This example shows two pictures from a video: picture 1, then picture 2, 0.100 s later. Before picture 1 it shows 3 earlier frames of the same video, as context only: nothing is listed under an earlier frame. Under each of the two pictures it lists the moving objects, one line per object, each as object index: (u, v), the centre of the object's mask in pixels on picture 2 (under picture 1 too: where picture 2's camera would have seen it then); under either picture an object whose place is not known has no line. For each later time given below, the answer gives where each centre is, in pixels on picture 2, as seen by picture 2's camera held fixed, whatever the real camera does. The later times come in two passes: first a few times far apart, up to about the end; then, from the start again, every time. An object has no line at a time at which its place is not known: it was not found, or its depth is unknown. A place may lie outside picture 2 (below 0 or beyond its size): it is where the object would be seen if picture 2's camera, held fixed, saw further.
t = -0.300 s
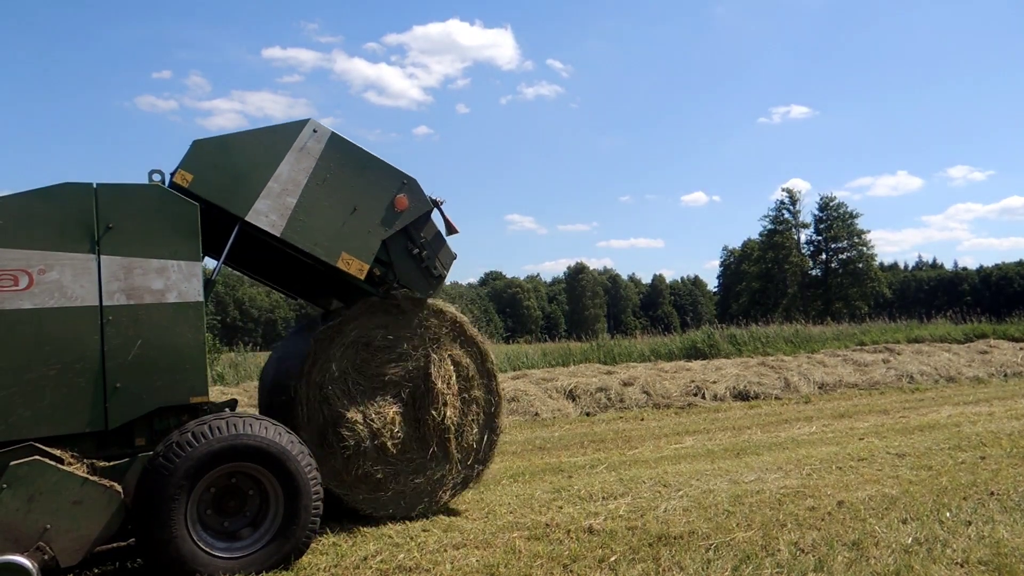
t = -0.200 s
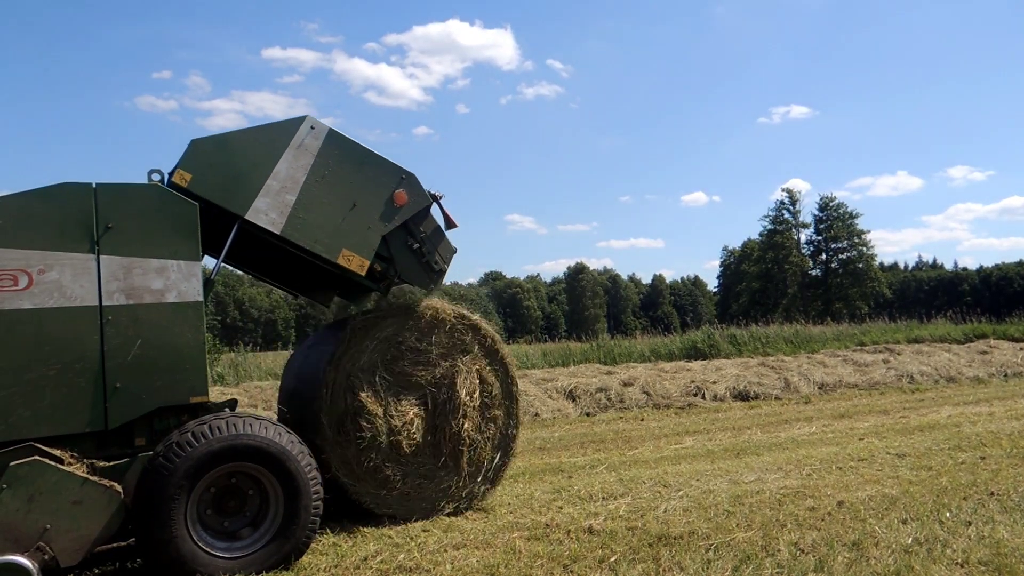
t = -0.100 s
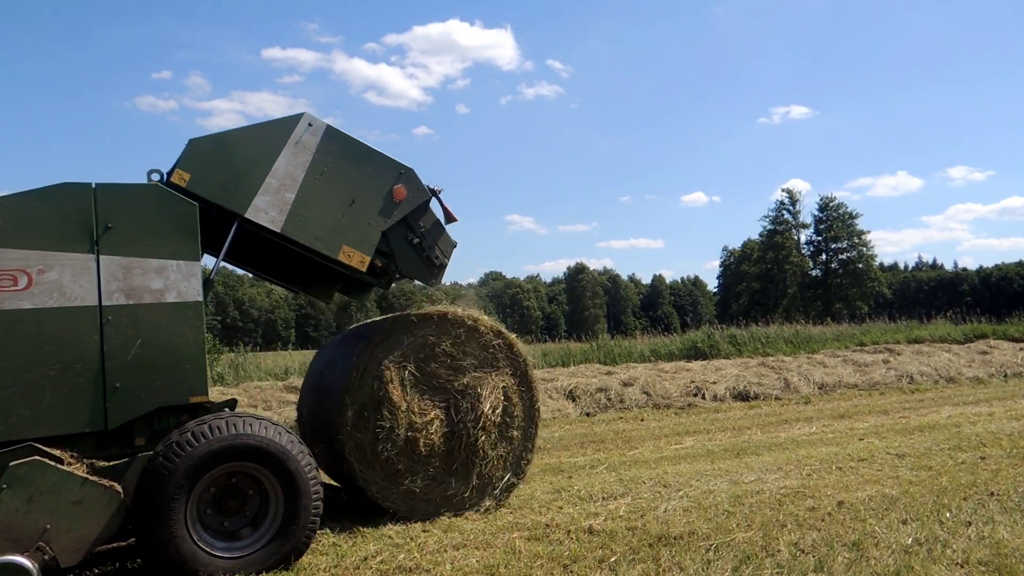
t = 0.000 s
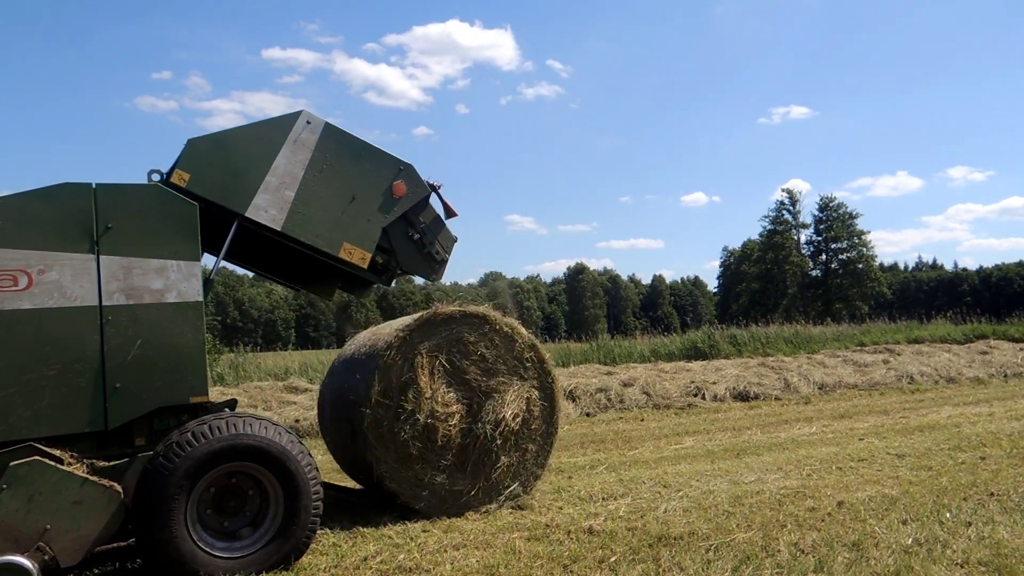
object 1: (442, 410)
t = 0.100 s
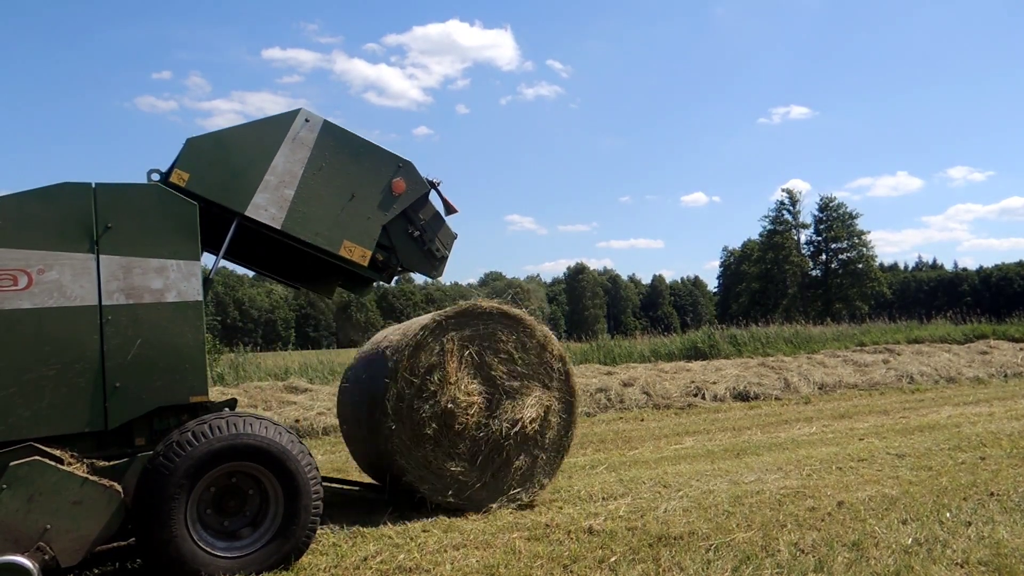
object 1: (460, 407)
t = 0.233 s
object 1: (486, 406)
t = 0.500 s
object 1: (531, 405)
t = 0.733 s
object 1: (567, 403)
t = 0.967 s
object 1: (594, 399)
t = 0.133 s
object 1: (467, 406)
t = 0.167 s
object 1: (473, 406)
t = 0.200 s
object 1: (480, 406)
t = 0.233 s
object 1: (486, 406)
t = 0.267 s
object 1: (491, 406)
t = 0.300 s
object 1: (497, 406)
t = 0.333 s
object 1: (502, 407)
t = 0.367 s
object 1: (508, 407)
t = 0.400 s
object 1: (514, 406)
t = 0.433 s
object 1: (520, 406)
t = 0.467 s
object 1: (526, 405)
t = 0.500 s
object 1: (531, 405)
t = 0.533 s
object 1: (537, 404)
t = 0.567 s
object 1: (542, 404)
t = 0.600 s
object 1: (547, 404)
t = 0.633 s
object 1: (552, 403)
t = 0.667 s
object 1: (557, 403)
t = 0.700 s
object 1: (562, 403)
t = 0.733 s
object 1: (567, 403)
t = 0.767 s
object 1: (571, 402)
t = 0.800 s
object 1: (576, 401)
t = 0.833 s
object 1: (580, 401)
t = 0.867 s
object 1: (584, 400)
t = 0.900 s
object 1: (588, 399)
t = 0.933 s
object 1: (591, 399)
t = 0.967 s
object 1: (594, 399)
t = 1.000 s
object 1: (598, 398)
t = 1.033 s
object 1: (602, 397)
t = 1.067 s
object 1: (605, 397)
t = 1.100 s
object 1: (608, 397)
